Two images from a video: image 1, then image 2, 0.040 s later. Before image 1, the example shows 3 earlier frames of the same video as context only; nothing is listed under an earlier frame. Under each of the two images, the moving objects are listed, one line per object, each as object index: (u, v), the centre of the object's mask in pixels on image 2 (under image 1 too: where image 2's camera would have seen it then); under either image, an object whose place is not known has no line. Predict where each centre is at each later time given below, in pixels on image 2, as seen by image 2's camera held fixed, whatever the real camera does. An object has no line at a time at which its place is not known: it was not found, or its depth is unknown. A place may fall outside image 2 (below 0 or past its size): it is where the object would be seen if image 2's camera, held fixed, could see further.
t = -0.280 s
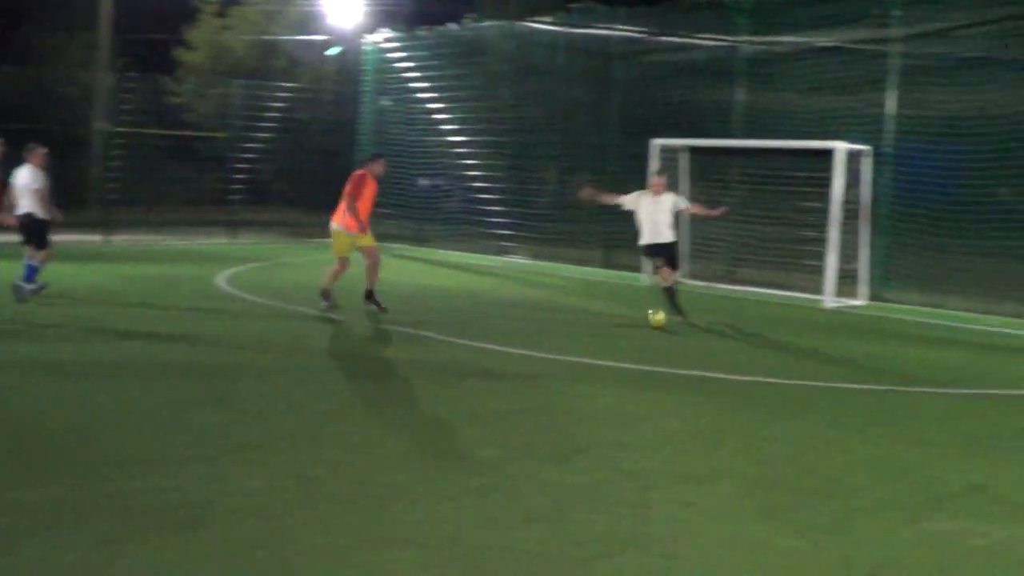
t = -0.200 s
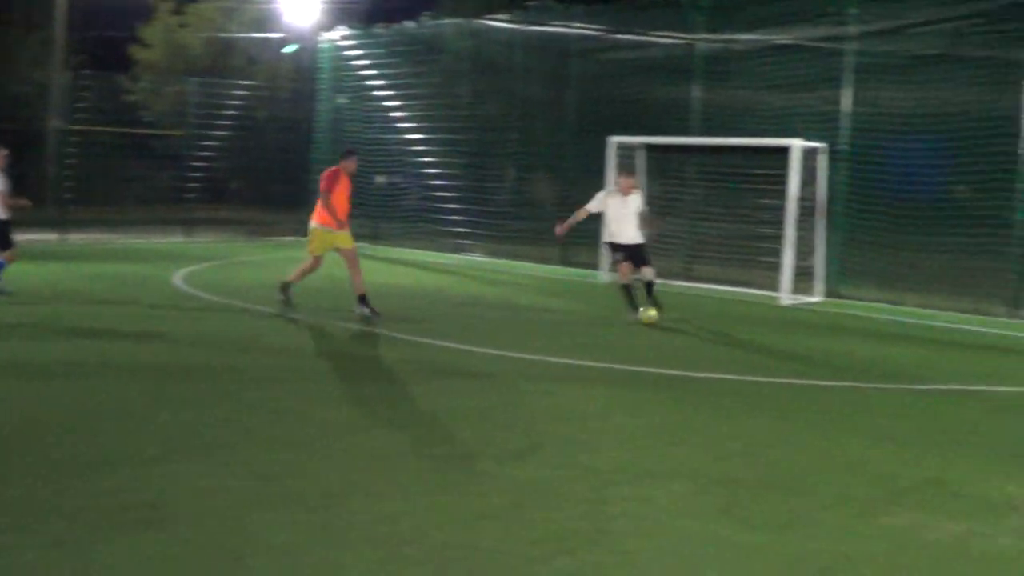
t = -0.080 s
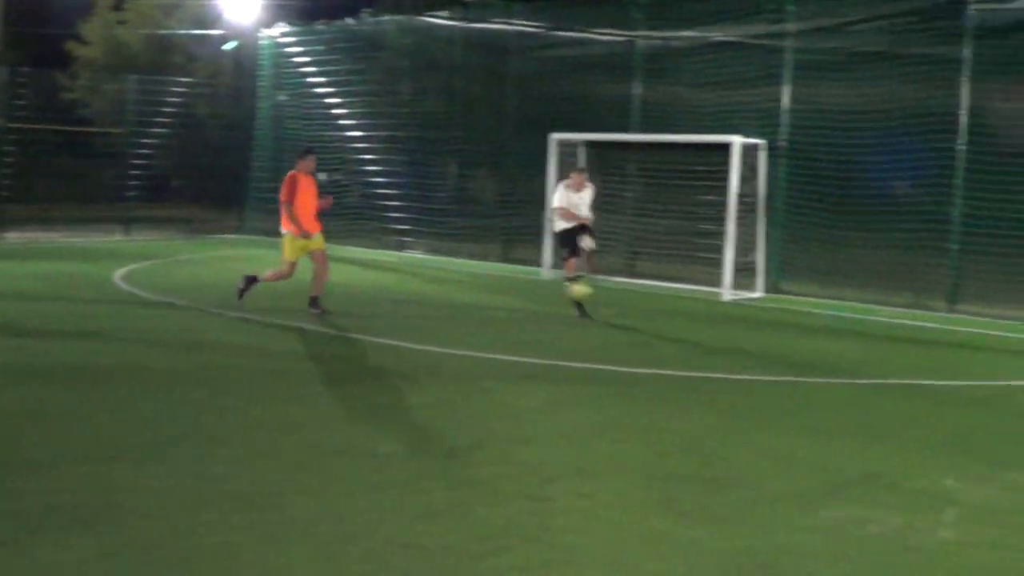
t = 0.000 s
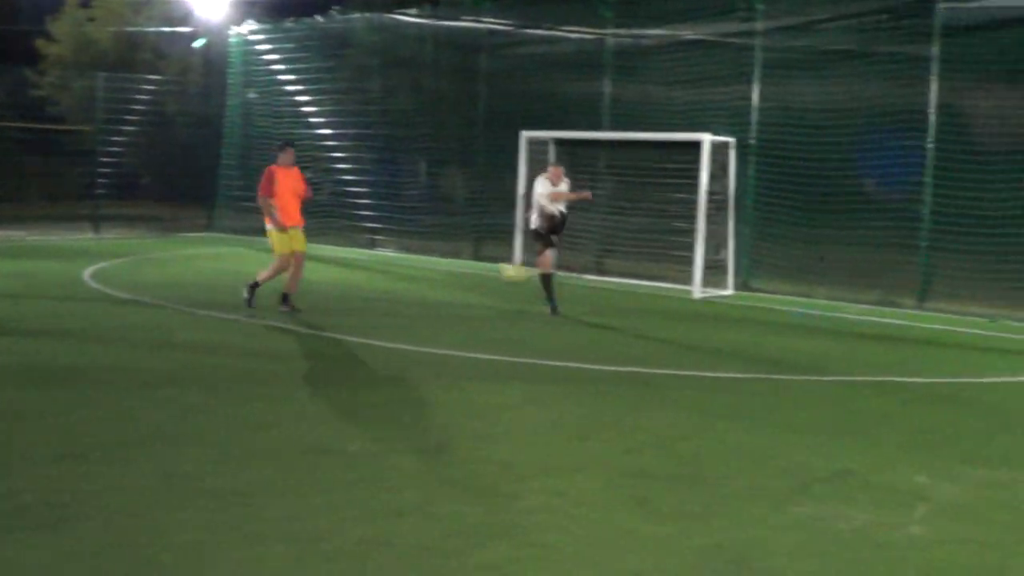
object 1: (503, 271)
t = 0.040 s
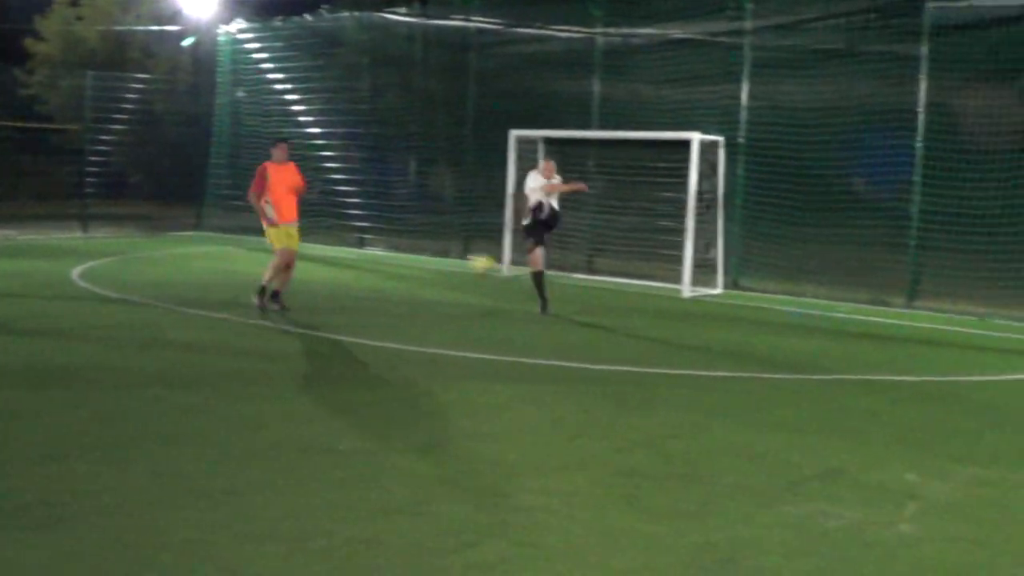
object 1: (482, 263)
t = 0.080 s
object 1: (457, 259)
